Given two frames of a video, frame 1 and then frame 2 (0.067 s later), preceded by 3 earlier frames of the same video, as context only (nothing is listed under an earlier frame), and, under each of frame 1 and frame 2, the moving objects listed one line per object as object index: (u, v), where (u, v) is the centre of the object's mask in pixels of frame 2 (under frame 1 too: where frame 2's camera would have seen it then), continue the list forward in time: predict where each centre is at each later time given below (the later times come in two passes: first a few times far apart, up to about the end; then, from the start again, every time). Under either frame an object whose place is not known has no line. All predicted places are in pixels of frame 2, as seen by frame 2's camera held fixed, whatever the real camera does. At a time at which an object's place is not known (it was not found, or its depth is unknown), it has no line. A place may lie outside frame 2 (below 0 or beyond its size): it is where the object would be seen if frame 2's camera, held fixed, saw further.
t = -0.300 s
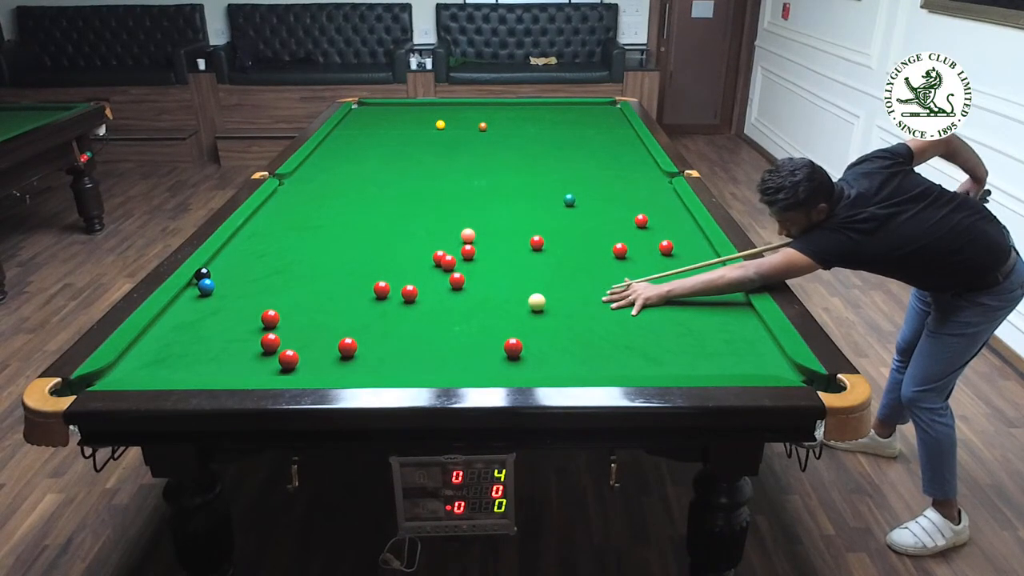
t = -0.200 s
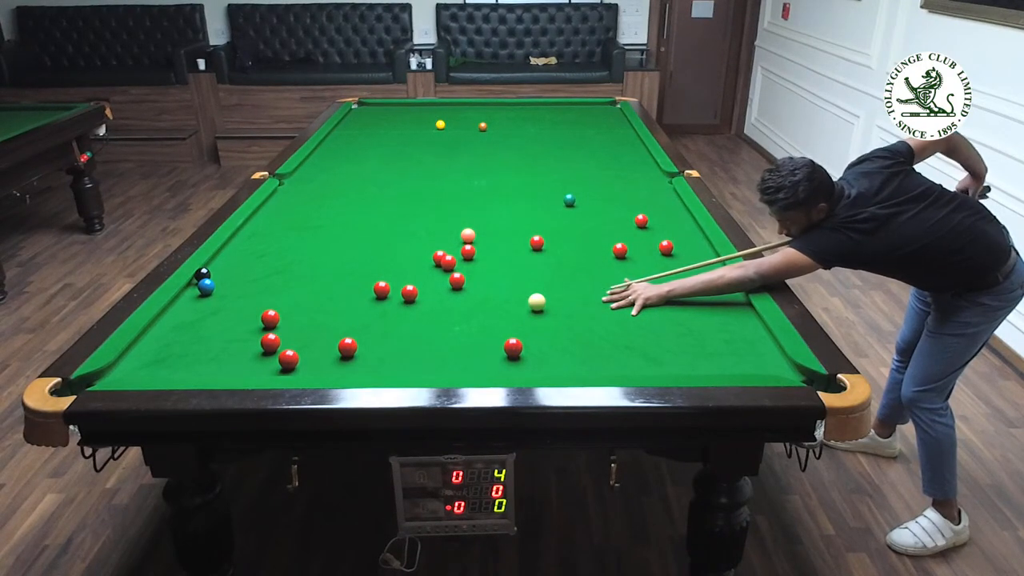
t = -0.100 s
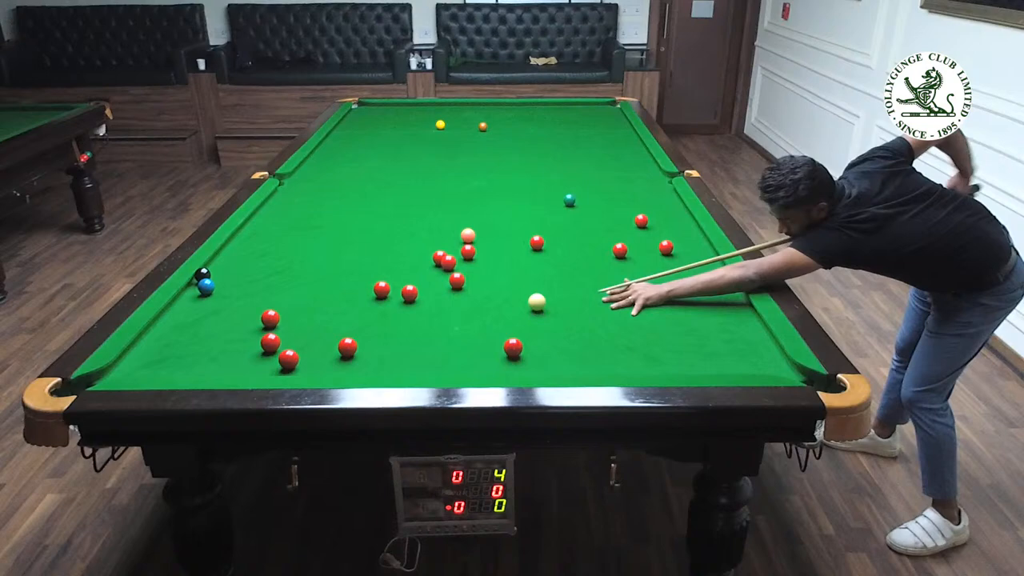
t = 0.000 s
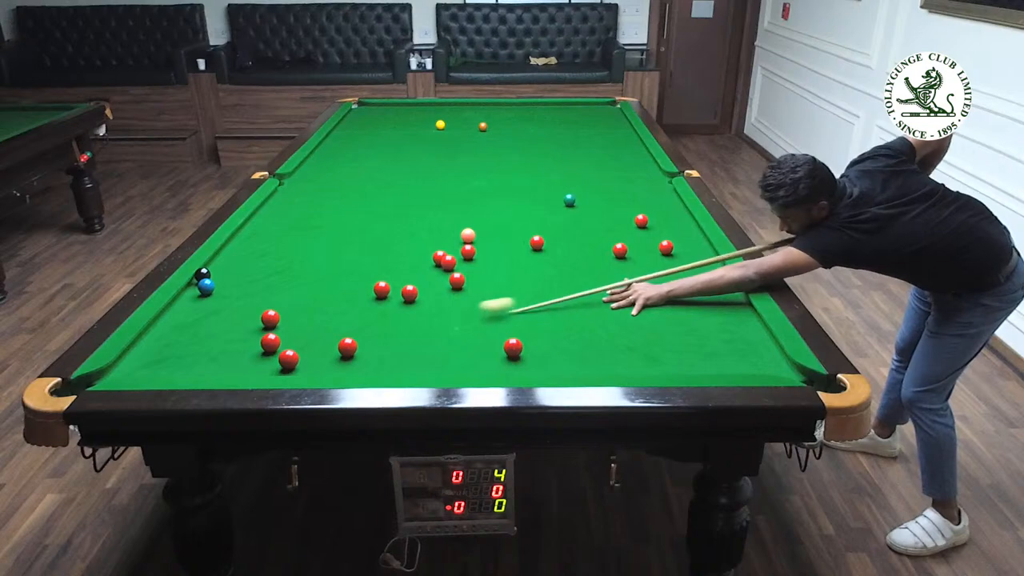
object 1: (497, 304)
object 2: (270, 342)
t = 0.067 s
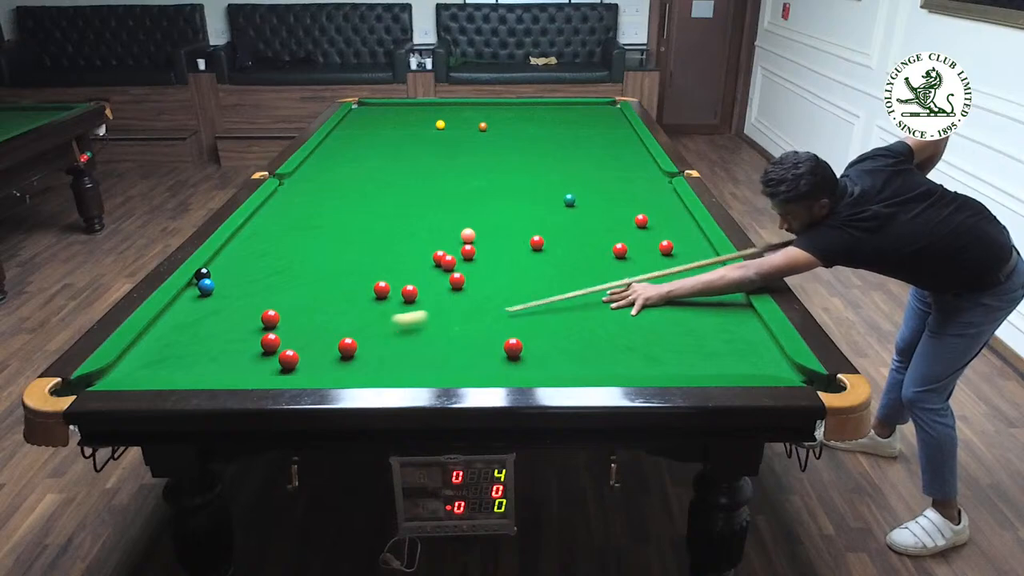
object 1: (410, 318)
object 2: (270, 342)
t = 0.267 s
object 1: (289, 337)
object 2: (119, 367)
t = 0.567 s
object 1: (337, 324)
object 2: (173, 309)
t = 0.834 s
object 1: (393, 313)
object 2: (220, 275)
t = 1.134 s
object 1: (449, 301)
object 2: (271, 251)
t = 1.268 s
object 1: (472, 296)
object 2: (290, 242)
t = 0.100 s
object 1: (365, 325)
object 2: (270, 342)
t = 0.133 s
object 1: (321, 331)
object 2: (270, 343)
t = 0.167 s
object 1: (289, 338)
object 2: (255, 342)
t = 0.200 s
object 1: (288, 338)
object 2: (210, 350)
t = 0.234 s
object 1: (288, 338)
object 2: (165, 358)
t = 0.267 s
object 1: (289, 337)
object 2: (119, 367)
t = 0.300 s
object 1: (292, 336)
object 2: (113, 374)
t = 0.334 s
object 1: (295, 334)
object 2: (123, 364)
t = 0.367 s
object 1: (299, 333)
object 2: (131, 354)
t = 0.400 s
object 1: (304, 332)
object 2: (140, 347)
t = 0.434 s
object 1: (309, 331)
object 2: (147, 338)
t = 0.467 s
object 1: (316, 329)
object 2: (154, 331)
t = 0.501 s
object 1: (323, 328)
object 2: (161, 323)
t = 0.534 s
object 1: (330, 326)
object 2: (167, 316)
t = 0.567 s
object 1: (337, 324)
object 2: (173, 309)
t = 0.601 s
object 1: (344, 323)
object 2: (179, 303)
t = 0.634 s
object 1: (352, 321)
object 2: (184, 297)
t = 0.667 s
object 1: (359, 320)
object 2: (188, 291)
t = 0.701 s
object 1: (366, 319)
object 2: (193, 287)
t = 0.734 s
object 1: (373, 317)
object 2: (200, 284)
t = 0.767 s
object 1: (379, 316)
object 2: (207, 281)
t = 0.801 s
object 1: (386, 314)
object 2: (213, 278)
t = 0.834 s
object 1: (393, 313)
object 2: (220, 275)
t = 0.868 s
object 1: (400, 311)
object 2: (226, 272)
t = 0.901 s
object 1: (406, 310)
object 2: (232, 269)
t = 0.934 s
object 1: (412, 309)
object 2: (237, 266)
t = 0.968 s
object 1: (419, 307)
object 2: (243, 263)
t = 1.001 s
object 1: (425, 306)
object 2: (249, 261)
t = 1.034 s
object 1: (431, 305)
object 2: (254, 258)
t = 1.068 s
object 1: (437, 304)
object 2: (260, 256)
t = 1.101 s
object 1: (443, 302)
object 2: (265, 254)
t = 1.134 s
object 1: (449, 301)
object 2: (271, 251)
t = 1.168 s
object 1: (454, 300)
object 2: (276, 249)
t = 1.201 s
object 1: (460, 298)
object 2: (281, 246)
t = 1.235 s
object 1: (466, 297)
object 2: (286, 244)
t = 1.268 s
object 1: (472, 296)
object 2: (290, 242)
